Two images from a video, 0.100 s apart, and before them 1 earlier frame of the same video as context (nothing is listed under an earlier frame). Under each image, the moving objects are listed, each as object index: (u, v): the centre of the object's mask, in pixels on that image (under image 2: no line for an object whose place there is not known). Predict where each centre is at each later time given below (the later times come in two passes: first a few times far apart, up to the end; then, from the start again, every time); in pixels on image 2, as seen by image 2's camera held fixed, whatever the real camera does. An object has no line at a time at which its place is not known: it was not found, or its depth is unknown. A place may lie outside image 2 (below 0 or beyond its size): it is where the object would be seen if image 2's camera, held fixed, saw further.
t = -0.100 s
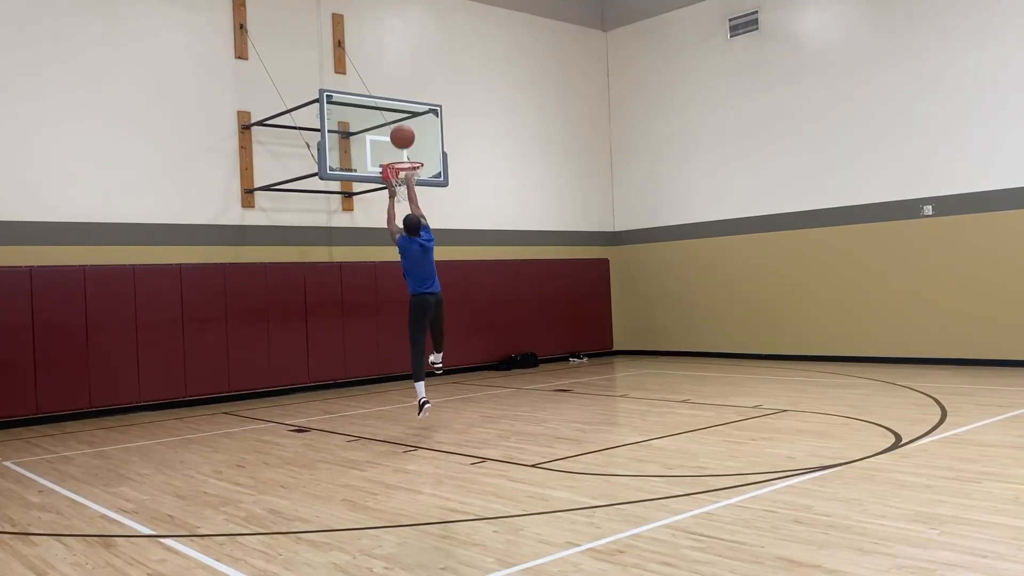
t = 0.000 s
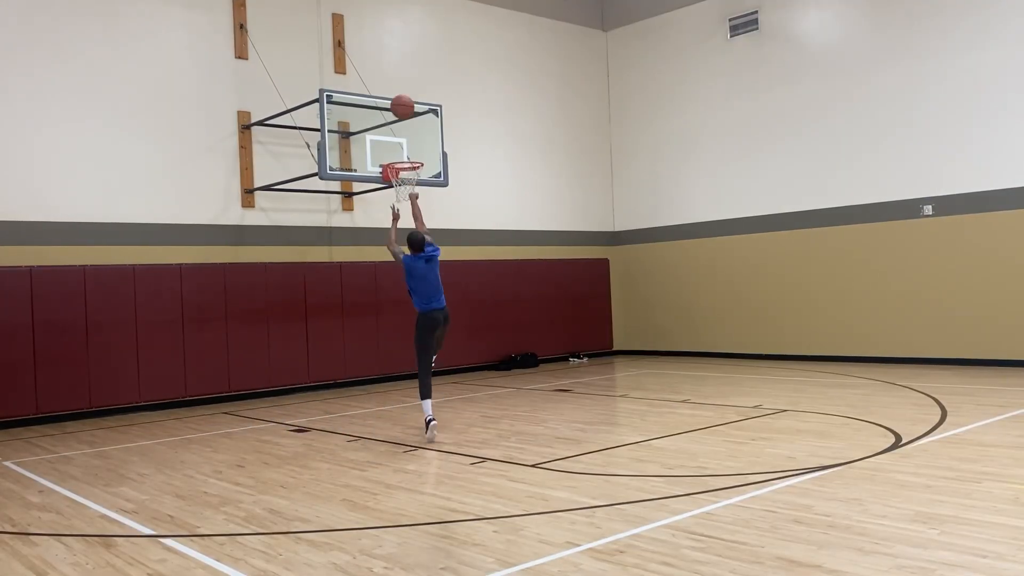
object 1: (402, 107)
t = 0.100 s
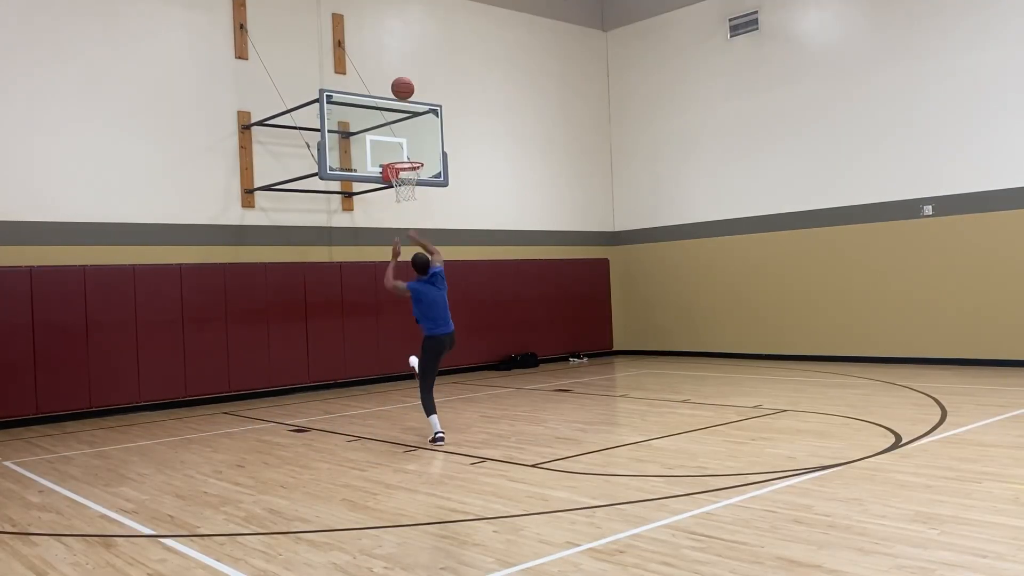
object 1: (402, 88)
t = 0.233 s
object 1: (404, 79)
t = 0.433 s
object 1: (406, 95)
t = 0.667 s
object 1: (412, 149)
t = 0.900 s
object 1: (389, 187)
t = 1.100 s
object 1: (385, 196)
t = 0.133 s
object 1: (403, 84)
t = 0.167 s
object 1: (403, 82)
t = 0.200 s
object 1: (403, 80)
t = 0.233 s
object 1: (404, 79)
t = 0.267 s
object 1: (404, 79)
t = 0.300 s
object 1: (404, 81)
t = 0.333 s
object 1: (405, 83)
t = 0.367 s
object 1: (405, 86)
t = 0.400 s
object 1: (406, 90)
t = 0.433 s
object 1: (406, 95)
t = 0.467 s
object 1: (407, 100)
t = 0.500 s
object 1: (408, 107)
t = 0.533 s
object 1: (409, 114)
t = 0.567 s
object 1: (409, 122)
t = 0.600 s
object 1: (410, 130)
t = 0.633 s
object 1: (411, 139)
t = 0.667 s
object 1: (412, 149)
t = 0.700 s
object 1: (412, 160)
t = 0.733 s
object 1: (410, 167)
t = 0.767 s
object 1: (404, 172)
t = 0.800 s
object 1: (395, 179)
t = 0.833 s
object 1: (392, 183)
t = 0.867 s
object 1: (389, 184)
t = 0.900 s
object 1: (389, 187)
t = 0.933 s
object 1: (388, 186)
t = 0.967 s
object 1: (386, 187)
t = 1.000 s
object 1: (386, 187)
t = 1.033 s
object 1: (385, 189)
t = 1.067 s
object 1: (385, 192)
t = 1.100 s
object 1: (385, 196)
